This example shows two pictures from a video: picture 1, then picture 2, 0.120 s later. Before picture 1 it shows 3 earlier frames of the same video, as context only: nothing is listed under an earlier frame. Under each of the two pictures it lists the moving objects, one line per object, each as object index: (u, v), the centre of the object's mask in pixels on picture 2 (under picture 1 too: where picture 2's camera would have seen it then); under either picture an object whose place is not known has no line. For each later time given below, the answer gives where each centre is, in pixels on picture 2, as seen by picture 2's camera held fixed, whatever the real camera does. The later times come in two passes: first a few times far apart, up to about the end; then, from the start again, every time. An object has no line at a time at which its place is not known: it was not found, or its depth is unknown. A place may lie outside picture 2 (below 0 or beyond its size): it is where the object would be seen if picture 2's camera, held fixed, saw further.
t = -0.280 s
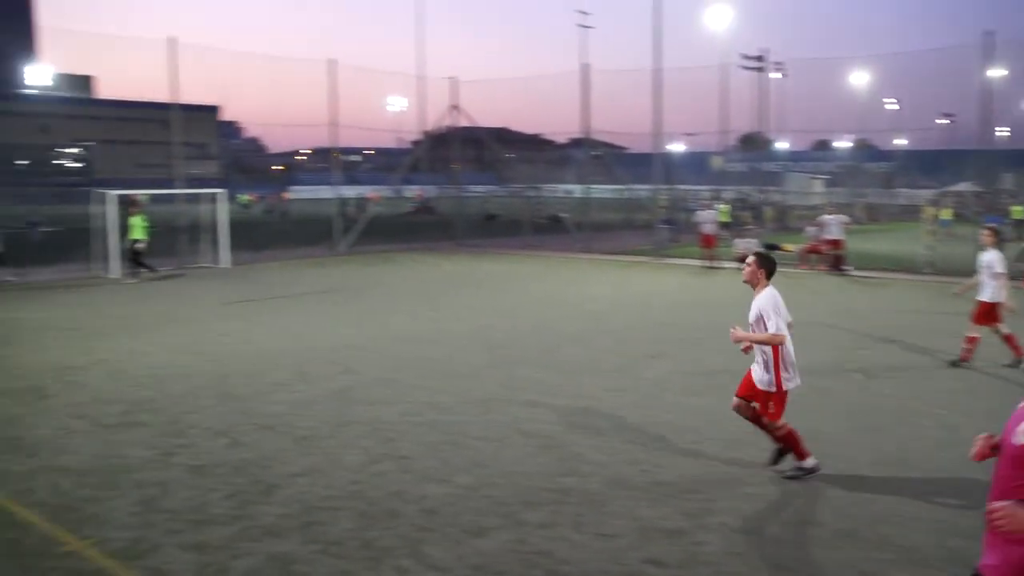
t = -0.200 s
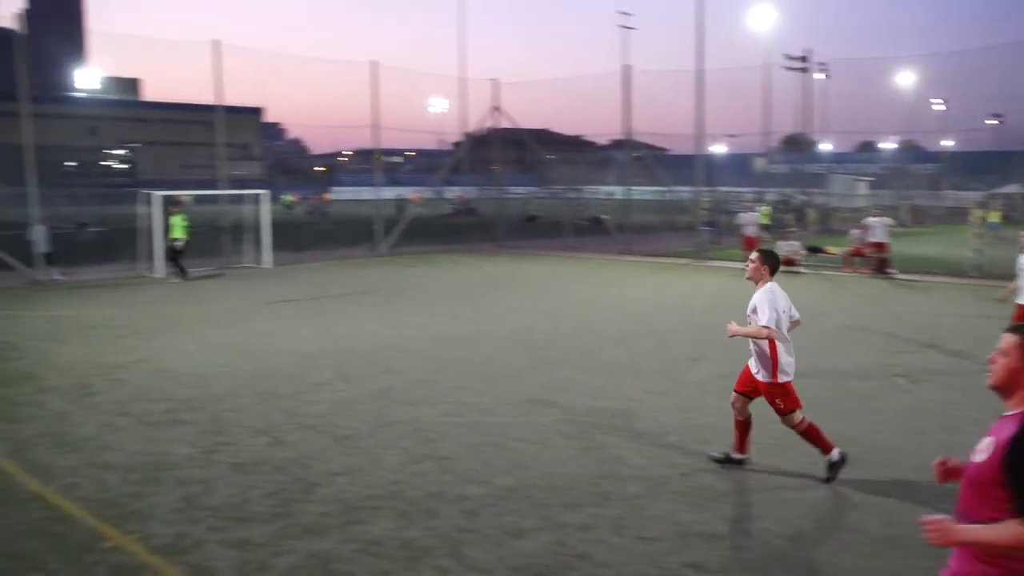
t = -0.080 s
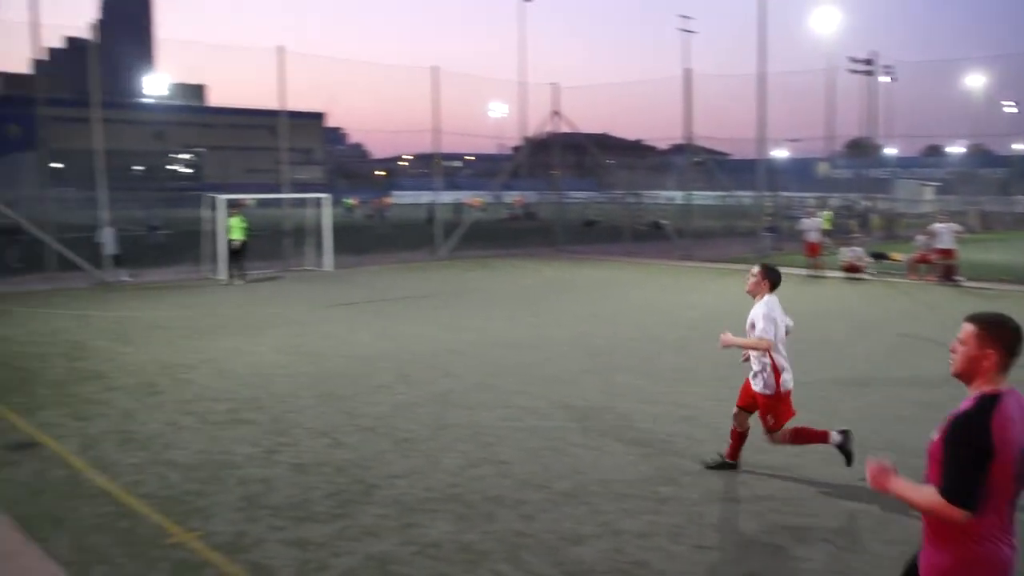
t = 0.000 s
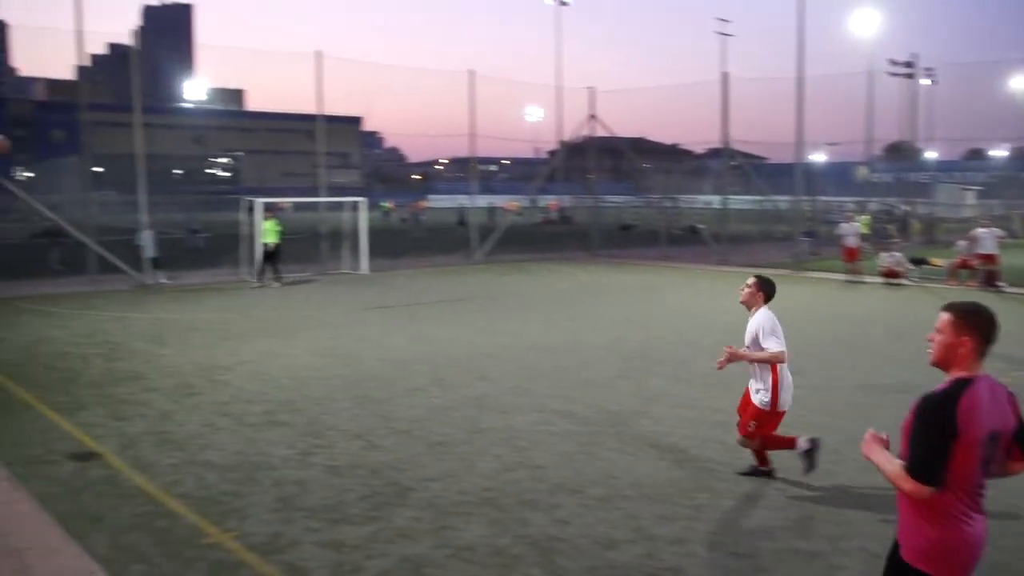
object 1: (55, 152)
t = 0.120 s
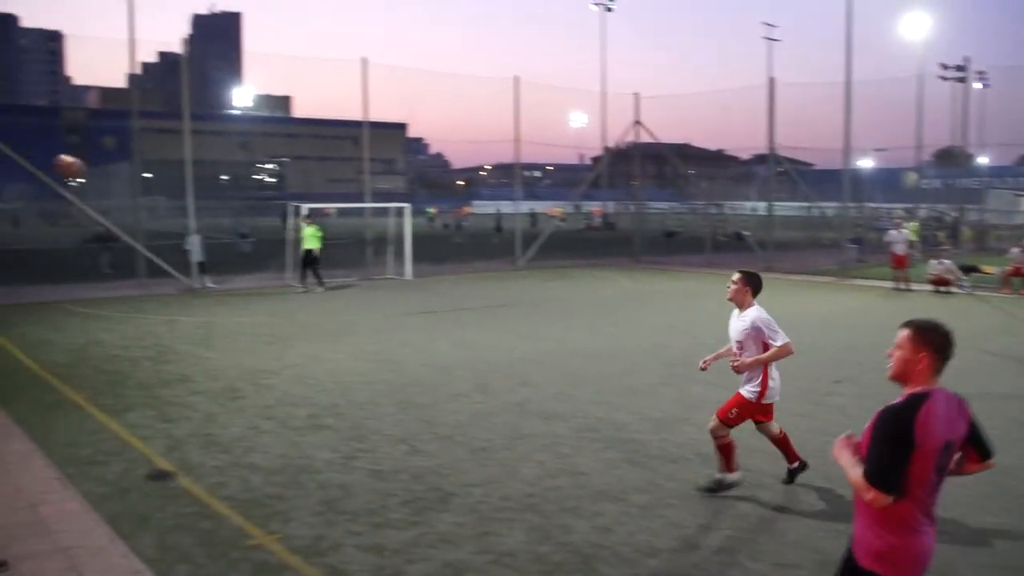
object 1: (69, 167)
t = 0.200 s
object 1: (87, 188)
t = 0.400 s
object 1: (136, 281)
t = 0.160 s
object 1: (77, 176)
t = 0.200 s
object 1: (87, 188)
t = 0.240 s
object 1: (97, 202)
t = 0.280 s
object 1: (106, 218)
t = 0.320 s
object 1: (116, 236)
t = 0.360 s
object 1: (125, 257)
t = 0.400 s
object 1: (136, 281)
